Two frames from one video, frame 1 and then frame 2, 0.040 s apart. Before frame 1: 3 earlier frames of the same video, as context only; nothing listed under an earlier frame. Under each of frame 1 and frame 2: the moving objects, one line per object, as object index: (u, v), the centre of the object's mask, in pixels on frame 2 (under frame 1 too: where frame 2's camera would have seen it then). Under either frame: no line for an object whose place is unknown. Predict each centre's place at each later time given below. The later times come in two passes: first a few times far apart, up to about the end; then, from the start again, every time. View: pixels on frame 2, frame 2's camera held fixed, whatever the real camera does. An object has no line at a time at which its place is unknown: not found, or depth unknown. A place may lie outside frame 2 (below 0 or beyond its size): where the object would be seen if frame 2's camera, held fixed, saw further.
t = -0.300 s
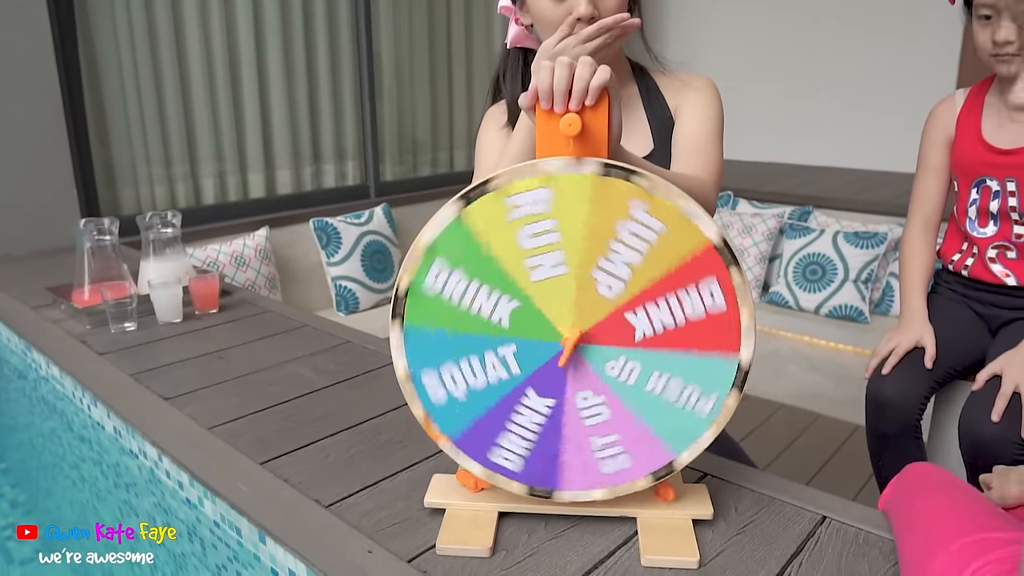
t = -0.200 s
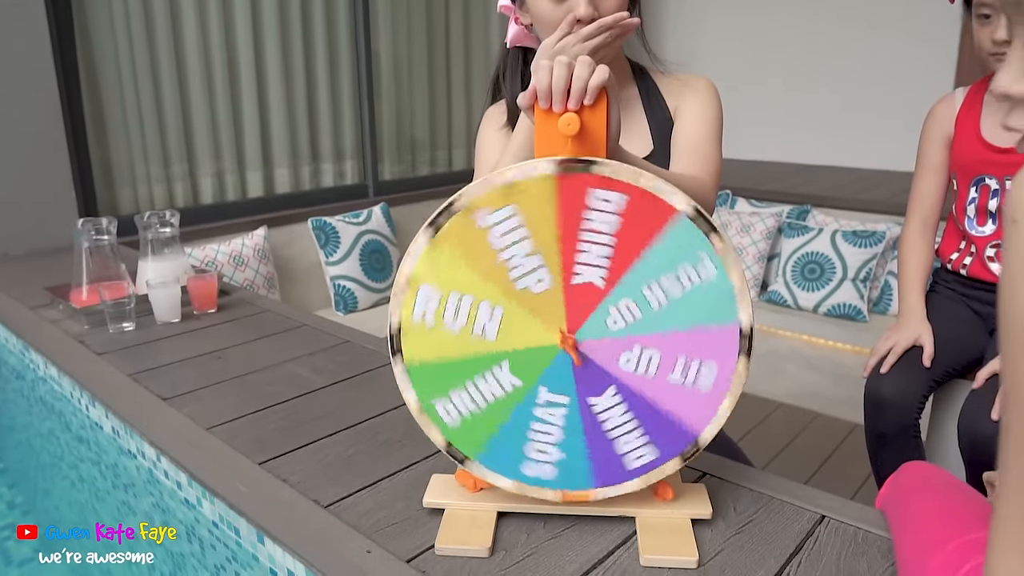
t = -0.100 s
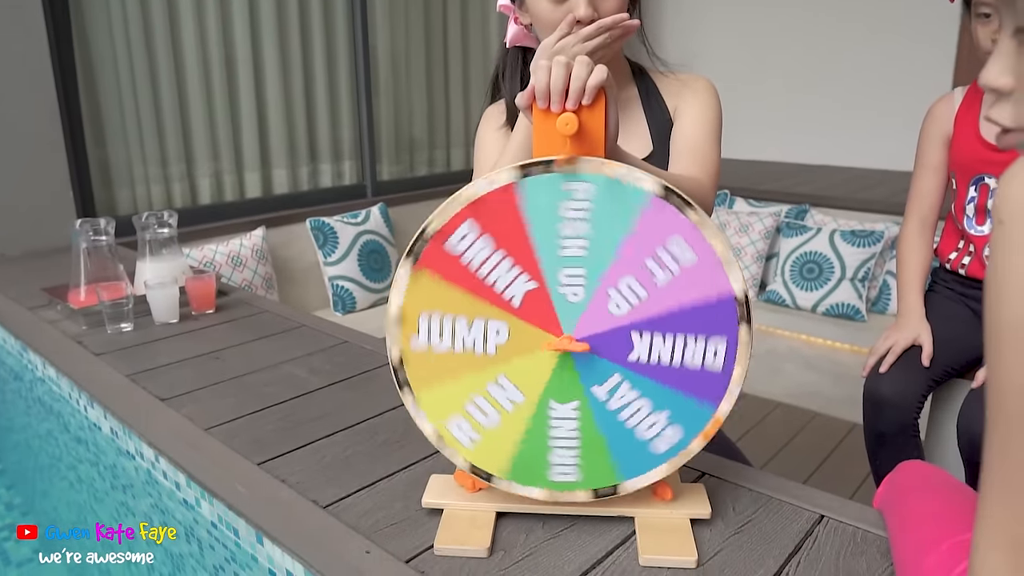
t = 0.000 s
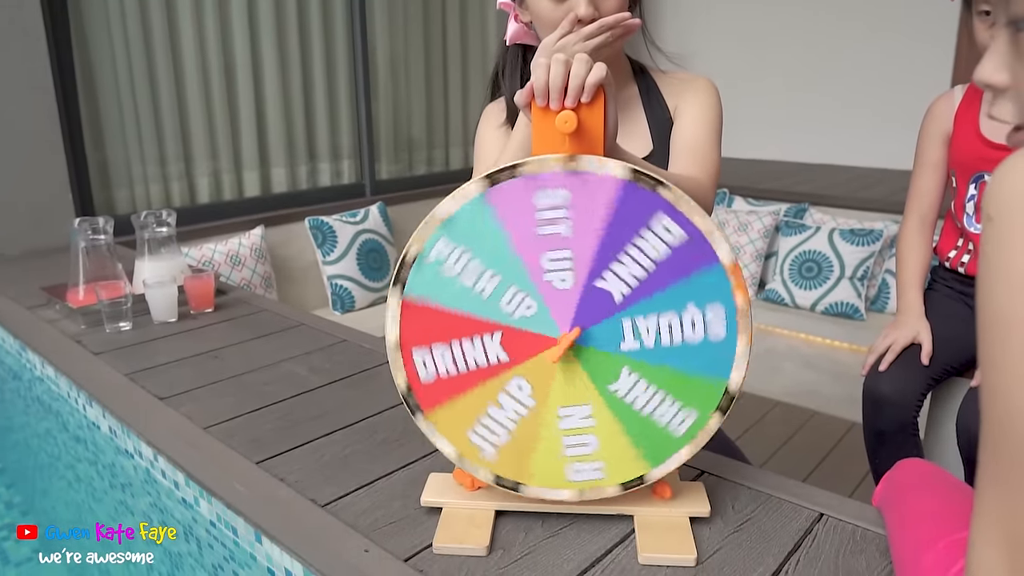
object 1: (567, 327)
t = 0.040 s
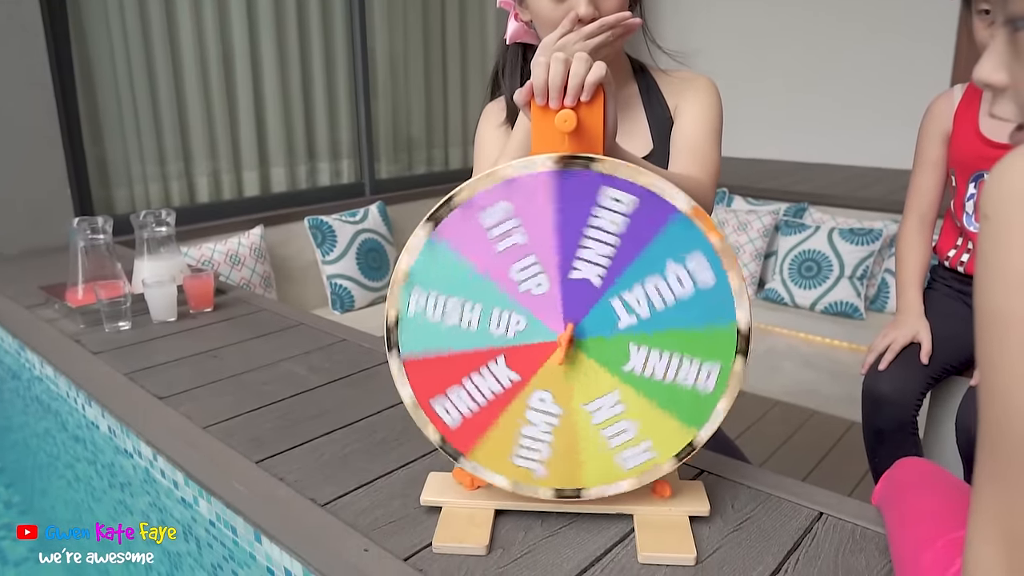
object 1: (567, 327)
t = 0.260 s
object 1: (568, 326)
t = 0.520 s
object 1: (567, 326)
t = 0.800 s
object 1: (568, 327)
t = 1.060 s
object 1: (568, 326)
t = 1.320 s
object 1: (567, 326)
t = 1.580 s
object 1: (567, 326)
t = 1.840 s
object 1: (568, 326)
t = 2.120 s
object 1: (567, 326)
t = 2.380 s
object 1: (567, 326)
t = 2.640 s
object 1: (567, 327)
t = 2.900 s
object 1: (568, 327)
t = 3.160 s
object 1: (568, 327)
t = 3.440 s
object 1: (568, 327)
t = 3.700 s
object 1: (567, 326)
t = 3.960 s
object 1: (567, 327)
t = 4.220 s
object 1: (567, 327)
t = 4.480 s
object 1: (567, 327)
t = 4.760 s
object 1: (567, 327)
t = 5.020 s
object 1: (567, 327)
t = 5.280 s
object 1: (567, 327)
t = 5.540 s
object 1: (567, 328)
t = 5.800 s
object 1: (567, 327)
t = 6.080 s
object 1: (567, 328)
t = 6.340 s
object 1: (567, 327)
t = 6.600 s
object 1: (567, 327)
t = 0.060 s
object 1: (568, 327)
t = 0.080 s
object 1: (568, 327)
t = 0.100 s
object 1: (568, 327)
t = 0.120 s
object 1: (568, 327)
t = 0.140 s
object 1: (568, 327)
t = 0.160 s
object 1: (568, 327)
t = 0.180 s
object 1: (568, 326)
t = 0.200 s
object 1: (568, 326)
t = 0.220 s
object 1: (568, 326)
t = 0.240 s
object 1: (568, 326)
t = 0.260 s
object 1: (568, 326)
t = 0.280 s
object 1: (568, 326)
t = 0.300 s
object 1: (568, 326)
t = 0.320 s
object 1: (568, 326)
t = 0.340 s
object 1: (568, 326)
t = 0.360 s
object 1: (568, 326)
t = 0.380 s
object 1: (568, 326)
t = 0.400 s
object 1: (568, 326)
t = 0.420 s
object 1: (567, 326)
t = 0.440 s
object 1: (567, 326)
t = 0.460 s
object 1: (567, 326)
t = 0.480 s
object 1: (568, 326)
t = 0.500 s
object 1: (568, 326)
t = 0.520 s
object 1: (567, 326)
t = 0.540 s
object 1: (567, 326)
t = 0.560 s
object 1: (567, 326)
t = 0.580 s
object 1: (567, 326)
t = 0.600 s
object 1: (567, 326)
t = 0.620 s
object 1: (567, 326)
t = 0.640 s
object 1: (567, 326)
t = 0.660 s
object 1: (567, 326)
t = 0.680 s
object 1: (567, 326)
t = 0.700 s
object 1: (567, 327)
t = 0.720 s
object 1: (567, 327)
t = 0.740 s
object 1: (567, 327)
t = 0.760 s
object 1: (568, 327)
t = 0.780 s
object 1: (568, 327)
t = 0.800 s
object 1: (568, 327)
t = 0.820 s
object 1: (568, 327)
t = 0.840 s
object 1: (568, 327)
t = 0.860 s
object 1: (568, 327)
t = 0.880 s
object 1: (568, 327)
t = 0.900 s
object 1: (568, 327)
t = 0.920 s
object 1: (568, 327)
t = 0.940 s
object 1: (568, 327)
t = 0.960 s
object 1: (568, 327)
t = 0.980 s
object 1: (568, 327)
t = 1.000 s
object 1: (568, 327)
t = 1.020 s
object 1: (568, 327)
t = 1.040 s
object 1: (568, 327)
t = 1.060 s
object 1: (568, 326)
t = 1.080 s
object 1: (568, 326)
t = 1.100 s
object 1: (561, 327)
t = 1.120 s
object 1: (555, 327)
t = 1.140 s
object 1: (557, 323)
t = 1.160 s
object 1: (559, 322)
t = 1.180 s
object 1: (562, 322)
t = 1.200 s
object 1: (563, 322)
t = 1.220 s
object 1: (563, 324)
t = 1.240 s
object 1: (563, 325)
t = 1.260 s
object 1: (565, 326)
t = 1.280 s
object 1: (568, 326)
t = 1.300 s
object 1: (568, 326)
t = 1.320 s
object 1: (567, 326)
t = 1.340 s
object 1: (567, 326)
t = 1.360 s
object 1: (567, 326)
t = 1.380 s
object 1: (567, 326)
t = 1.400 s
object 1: (567, 326)
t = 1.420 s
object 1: (567, 326)
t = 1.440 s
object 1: (567, 326)
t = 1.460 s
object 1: (567, 326)
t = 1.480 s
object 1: (567, 326)
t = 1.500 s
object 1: (567, 326)
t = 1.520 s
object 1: (567, 326)
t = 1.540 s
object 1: (567, 326)
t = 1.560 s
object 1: (567, 326)
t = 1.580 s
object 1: (567, 326)
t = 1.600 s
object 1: (568, 327)
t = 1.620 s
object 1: (568, 327)
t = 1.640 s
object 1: (568, 327)
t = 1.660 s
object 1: (568, 327)
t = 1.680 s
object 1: (568, 327)
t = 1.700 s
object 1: (568, 326)
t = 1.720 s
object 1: (568, 326)
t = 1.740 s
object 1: (568, 327)
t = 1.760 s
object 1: (568, 326)
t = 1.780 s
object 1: (568, 326)
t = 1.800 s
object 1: (568, 326)
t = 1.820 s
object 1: (568, 326)
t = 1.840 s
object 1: (568, 326)
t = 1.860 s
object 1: (568, 326)
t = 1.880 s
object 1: (568, 326)
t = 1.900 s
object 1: (568, 326)
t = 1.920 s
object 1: (568, 326)
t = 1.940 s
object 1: (568, 326)
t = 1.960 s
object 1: (568, 326)
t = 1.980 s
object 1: (568, 326)
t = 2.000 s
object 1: (568, 326)
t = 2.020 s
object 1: (568, 326)
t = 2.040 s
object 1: (568, 326)
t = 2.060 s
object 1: (568, 326)
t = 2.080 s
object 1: (568, 326)
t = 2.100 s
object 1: (567, 326)
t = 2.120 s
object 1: (567, 326)
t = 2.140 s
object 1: (567, 326)
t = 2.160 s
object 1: (568, 326)
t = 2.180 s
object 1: (567, 326)
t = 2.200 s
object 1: (567, 326)
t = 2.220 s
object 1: (567, 326)
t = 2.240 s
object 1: (567, 326)
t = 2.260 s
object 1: (567, 326)
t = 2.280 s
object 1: (567, 326)
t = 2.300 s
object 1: (567, 326)
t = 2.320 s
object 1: (567, 326)
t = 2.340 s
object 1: (567, 326)
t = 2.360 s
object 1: (567, 326)
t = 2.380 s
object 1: (567, 326)
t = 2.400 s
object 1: (567, 326)
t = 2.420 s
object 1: (567, 326)
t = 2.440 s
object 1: (567, 326)
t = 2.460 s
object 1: (567, 326)
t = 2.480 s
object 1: (567, 326)
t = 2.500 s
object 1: (567, 326)
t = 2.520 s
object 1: (567, 326)
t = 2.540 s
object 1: (567, 326)
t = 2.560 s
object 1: (567, 327)
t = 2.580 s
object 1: (567, 327)
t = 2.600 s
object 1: (567, 326)
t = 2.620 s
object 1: (567, 327)
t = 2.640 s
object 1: (567, 327)
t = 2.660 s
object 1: (567, 327)
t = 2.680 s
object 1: (567, 327)
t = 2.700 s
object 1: (567, 327)
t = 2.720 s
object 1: (567, 327)
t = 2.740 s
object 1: (567, 327)
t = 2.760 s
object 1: (567, 327)
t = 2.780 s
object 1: (567, 327)
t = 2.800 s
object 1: (567, 327)
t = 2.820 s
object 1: (567, 327)
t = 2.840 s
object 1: (568, 327)
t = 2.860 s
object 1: (568, 327)
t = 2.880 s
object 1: (568, 327)
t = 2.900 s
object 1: (568, 327)
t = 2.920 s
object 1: (568, 327)
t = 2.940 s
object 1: (568, 327)
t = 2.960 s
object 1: (568, 327)
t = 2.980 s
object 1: (568, 327)
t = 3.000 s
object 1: (568, 327)
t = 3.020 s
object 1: (568, 327)
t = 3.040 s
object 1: (568, 327)
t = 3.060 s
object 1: (568, 327)
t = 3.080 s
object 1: (568, 327)
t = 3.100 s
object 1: (568, 327)
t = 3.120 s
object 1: (568, 327)
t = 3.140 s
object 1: (568, 327)
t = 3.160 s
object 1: (568, 327)
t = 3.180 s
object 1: (567, 327)
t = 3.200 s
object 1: (568, 326)
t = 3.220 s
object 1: (568, 326)
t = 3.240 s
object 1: (568, 326)
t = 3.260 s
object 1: (567, 326)
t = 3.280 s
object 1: (568, 326)
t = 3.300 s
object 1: (568, 326)
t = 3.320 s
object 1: (567, 326)
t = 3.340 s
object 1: (567, 327)
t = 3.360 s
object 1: (568, 327)
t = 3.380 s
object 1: (568, 327)
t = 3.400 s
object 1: (567, 327)
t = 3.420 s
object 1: (568, 327)
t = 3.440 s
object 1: (568, 327)
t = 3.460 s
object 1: (568, 326)
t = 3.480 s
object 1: (568, 326)
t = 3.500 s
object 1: (568, 326)
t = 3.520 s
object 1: (568, 326)
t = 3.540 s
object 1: (568, 326)
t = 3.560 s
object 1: (567, 326)
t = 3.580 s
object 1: (567, 327)
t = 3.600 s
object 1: (567, 327)
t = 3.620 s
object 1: (567, 327)
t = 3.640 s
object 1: (567, 326)
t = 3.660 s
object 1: (567, 326)
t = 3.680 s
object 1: (567, 326)
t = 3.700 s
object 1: (567, 326)
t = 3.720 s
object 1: (567, 326)
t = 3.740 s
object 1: (567, 326)
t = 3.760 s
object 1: (567, 326)
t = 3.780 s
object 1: (567, 326)
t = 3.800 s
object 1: (567, 326)
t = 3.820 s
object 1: (567, 326)
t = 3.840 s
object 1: (567, 326)
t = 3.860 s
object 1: (567, 327)
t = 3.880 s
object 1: (567, 327)
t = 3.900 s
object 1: (567, 327)
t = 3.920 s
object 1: (567, 327)
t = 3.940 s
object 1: (567, 327)
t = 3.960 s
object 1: (567, 327)
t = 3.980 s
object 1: (567, 327)
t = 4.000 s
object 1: (567, 327)
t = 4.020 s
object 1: (567, 327)
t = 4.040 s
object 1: (567, 327)
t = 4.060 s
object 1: (567, 326)
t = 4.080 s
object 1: (567, 326)
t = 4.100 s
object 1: (567, 327)
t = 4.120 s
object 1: (567, 327)
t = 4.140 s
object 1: (567, 327)
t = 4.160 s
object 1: (567, 327)
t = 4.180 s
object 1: (567, 327)
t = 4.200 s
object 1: (567, 327)
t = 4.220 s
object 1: (567, 327)
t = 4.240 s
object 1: (567, 327)
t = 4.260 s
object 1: (567, 327)
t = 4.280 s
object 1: (567, 327)
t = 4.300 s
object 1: (567, 327)
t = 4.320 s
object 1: (567, 327)
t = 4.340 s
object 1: (567, 327)
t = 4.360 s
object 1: (567, 327)
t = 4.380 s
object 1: (567, 327)
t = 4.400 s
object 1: (567, 327)
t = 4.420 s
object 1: (567, 327)
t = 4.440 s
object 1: (567, 327)
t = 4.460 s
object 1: (567, 327)
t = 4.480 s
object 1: (567, 327)
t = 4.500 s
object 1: (567, 327)
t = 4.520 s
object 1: (565, 327)
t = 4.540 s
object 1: (564, 326)
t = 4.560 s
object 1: (565, 326)
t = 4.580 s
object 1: (566, 326)
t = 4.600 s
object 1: (566, 326)
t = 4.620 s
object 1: (566, 326)
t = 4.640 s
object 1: (567, 327)
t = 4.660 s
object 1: (567, 327)
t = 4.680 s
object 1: (567, 327)
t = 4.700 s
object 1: (567, 327)
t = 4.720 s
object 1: (567, 327)
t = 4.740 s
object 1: (567, 327)
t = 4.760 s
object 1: (567, 327)
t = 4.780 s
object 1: (567, 327)
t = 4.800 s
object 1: (567, 327)
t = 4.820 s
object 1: (567, 327)
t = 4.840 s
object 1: (567, 327)
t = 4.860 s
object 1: (567, 327)
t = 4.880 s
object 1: (567, 327)
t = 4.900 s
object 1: (567, 327)
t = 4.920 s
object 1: (567, 327)
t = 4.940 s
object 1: (567, 327)
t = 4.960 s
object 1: (567, 327)
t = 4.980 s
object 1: (567, 327)
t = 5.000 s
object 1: (567, 327)
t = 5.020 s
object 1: (567, 327)
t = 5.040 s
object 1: (567, 327)
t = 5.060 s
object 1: (567, 327)
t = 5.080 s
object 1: (567, 327)
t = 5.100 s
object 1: (567, 327)
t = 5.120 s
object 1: (567, 327)
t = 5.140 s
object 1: (567, 327)
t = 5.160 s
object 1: (567, 327)
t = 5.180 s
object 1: (567, 327)
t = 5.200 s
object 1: (567, 327)
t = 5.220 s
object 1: (567, 327)
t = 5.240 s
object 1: (567, 327)
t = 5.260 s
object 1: (567, 327)
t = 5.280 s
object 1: (567, 327)
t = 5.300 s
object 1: (567, 327)
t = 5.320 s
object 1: (567, 327)
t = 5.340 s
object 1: (567, 327)
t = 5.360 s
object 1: (567, 327)
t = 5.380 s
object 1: (567, 327)
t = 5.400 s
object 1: (567, 327)
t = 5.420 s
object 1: (567, 327)
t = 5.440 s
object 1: (567, 327)
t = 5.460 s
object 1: (567, 327)
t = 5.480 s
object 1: (567, 327)
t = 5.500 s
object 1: (567, 327)
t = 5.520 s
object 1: (567, 327)
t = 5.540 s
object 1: (567, 328)
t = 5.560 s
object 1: (567, 328)
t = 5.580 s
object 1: (567, 328)
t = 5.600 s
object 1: (567, 327)
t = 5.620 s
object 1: (567, 328)
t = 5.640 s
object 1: (567, 327)
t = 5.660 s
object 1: (567, 328)
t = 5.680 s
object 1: (567, 328)
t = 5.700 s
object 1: (567, 328)
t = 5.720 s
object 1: (567, 328)
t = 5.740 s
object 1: (567, 328)
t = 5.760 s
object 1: (567, 328)
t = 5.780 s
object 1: (567, 327)
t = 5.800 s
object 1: (567, 327)
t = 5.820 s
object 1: (567, 327)
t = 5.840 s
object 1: (567, 327)
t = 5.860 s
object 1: (567, 327)
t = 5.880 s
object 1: (567, 327)
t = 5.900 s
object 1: (567, 327)
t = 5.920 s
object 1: (567, 327)
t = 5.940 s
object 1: (567, 327)
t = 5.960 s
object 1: (567, 328)
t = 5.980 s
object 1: (567, 328)
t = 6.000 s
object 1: (567, 328)
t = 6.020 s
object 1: (567, 328)
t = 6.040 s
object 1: (567, 328)
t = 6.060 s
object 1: (567, 328)
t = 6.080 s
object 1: (567, 328)
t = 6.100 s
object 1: (567, 328)
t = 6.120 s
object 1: (567, 328)
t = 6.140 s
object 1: (567, 328)
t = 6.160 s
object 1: (567, 328)
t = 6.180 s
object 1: (567, 328)
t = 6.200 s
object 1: (567, 328)
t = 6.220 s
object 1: (567, 328)
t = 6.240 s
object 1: (567, 328)
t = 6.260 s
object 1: (567, 328)
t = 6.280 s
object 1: (567, 328)
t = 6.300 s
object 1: (567, 328)
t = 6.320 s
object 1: (567, 327)
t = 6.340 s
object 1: (567, 327)
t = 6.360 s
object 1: (567, 328)
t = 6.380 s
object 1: (567, 327)
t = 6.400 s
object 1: (567, 327)
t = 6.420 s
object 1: (567, 327)
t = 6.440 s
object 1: (567, 327)
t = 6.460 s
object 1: (567, 327)
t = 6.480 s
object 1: (567, 327)
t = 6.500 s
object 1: (567, 327)
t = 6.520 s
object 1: (567, 327)
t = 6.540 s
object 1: (567, 327)
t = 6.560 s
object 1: (567, 327)
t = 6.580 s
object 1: (567, 327)
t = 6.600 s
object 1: (567, 327)
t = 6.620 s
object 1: (567, 327)
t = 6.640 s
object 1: (567, 327)
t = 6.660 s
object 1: (567, 327)
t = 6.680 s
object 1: (567, 327)
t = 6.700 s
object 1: (567, 327)
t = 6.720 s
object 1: (567, 327)
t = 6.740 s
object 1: (567, 327)
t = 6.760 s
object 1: (567, 327)
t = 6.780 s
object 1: (567, 327)
